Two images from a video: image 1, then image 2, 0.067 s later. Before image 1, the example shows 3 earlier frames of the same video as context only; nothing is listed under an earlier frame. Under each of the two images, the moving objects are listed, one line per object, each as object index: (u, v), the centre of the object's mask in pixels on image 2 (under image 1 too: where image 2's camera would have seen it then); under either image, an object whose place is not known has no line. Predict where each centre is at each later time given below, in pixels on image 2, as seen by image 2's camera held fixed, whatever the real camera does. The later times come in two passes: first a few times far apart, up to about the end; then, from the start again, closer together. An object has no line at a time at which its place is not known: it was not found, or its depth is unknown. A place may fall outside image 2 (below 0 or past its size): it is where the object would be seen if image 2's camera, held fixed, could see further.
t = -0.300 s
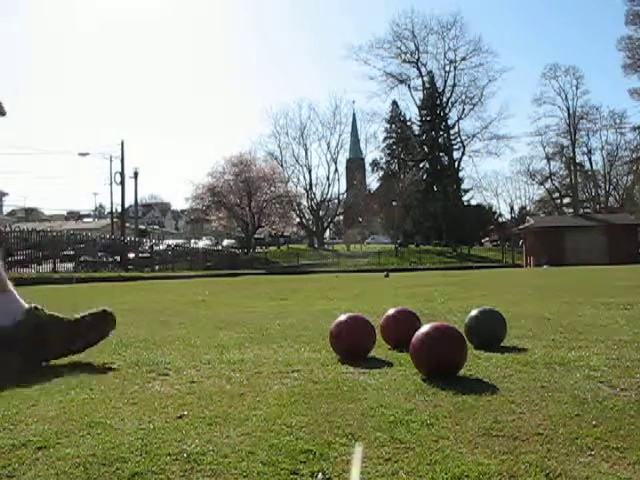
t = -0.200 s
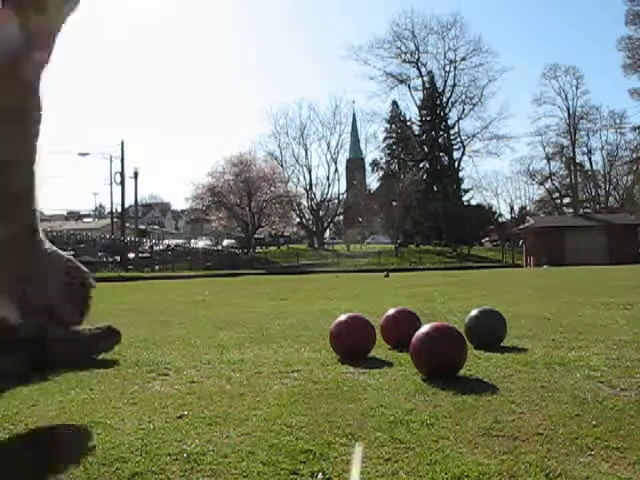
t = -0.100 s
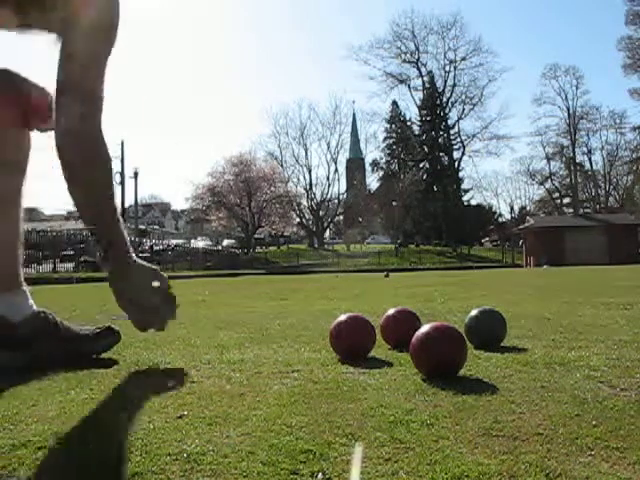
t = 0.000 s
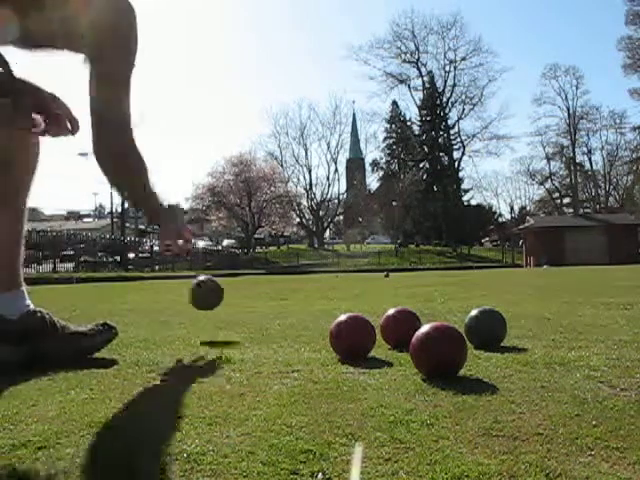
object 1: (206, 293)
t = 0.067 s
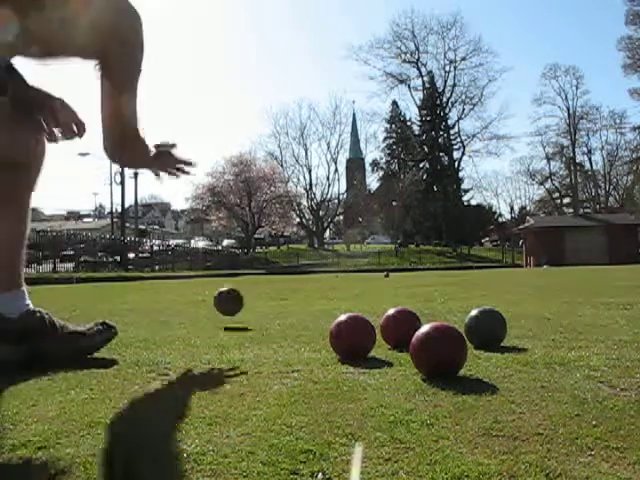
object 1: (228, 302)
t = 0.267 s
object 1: (263, 297)
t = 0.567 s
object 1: (282, 290)
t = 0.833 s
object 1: (293, 286)
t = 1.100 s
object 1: (301, 283)
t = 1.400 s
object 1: (307, 282)
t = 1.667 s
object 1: (311, 280)
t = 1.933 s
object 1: (313, 280)
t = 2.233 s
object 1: (316, 279)
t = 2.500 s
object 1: (321, 279)
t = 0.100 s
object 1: (238, 310)
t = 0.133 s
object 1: (244, 306)
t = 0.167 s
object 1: (249, 297)
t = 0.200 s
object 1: (255, 298)
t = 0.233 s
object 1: (258, 297)
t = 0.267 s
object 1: (263, 297)
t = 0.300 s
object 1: (266, 298)
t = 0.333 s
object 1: (268, 297)
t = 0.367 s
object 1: (271, 292)
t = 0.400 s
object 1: (273, 292)
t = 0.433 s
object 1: (275, 292)
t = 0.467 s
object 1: (277, 292)
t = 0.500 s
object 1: (279, 291)
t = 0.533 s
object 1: (280, 290)
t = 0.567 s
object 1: (282, 290)
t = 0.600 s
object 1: (283, 289)
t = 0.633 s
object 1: (285, 288)
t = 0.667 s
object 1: (286, 288)
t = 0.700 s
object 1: (287, 288)
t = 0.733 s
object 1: (289, 287)
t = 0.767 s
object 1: (289, 287)
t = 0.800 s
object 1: (291, 287)
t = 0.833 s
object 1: (293, 286)
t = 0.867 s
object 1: (293, 286)
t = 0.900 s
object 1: (295, 285)
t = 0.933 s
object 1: (296, 285)
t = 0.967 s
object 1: (297, 284)
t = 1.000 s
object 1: (298, 284)
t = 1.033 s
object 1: (299, 284)
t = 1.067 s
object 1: (300, 283)
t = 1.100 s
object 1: (301, 283)
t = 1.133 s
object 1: (301, 283)
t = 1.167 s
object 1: (302, 283)
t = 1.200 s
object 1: (303, 282)
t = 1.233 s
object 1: (304, 282)
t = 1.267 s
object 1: (304, 282)
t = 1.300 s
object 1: (305, 282)
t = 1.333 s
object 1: (306, 282)
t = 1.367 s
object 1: (306, 282)
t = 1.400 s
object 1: (307, 282)
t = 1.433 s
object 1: (307, 282)
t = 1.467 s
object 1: (308, 281)
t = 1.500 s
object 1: (309, 281)
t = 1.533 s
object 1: (309, 281)
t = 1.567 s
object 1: (309, 281)
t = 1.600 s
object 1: (310, 281)
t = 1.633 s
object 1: (310, 280)
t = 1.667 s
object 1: (311, 280)
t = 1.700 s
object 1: (311, 280)
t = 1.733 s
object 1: (311, 280)
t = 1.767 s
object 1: (312, 280)
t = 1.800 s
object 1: (312, 280)
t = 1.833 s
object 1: (312, 280)
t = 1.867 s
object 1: (312, 280)
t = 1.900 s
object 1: (313, 280)
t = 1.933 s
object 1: (313, 280)
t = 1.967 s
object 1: (313, 280)
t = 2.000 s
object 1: (315, 279)
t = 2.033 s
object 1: (315, 279)
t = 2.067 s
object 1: (315, 279)
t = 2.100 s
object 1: (315, 279)
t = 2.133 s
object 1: (315, 279)
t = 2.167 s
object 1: (315, 279)
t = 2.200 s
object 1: (315, 279)
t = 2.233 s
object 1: (316, 279)
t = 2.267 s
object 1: (317, 279)
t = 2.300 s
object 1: (317, 279)
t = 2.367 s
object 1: (317, 279)
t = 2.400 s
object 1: (318, 279)
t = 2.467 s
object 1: (318, 279)
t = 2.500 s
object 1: (321, 279)
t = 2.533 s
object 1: (321, 279)
